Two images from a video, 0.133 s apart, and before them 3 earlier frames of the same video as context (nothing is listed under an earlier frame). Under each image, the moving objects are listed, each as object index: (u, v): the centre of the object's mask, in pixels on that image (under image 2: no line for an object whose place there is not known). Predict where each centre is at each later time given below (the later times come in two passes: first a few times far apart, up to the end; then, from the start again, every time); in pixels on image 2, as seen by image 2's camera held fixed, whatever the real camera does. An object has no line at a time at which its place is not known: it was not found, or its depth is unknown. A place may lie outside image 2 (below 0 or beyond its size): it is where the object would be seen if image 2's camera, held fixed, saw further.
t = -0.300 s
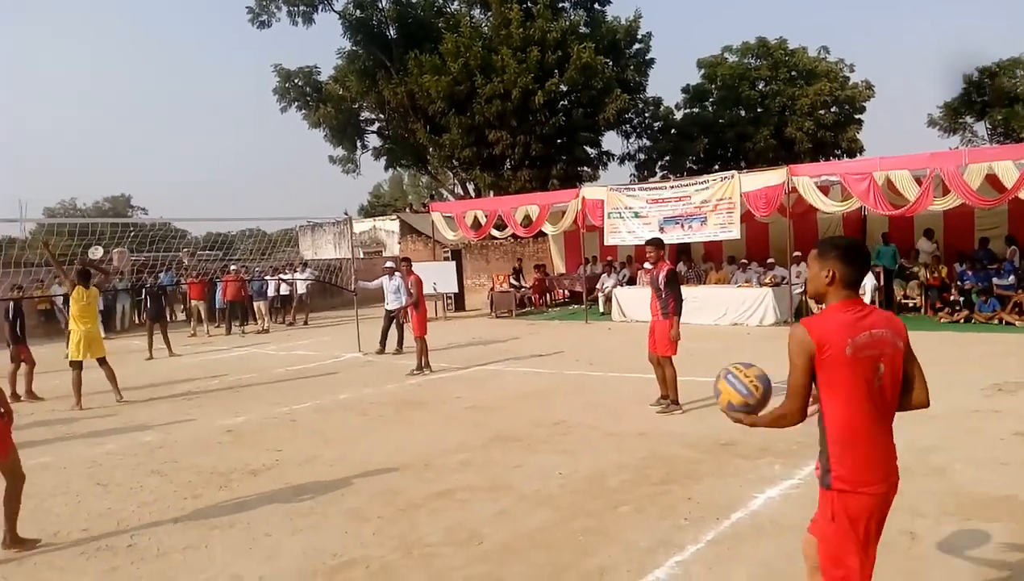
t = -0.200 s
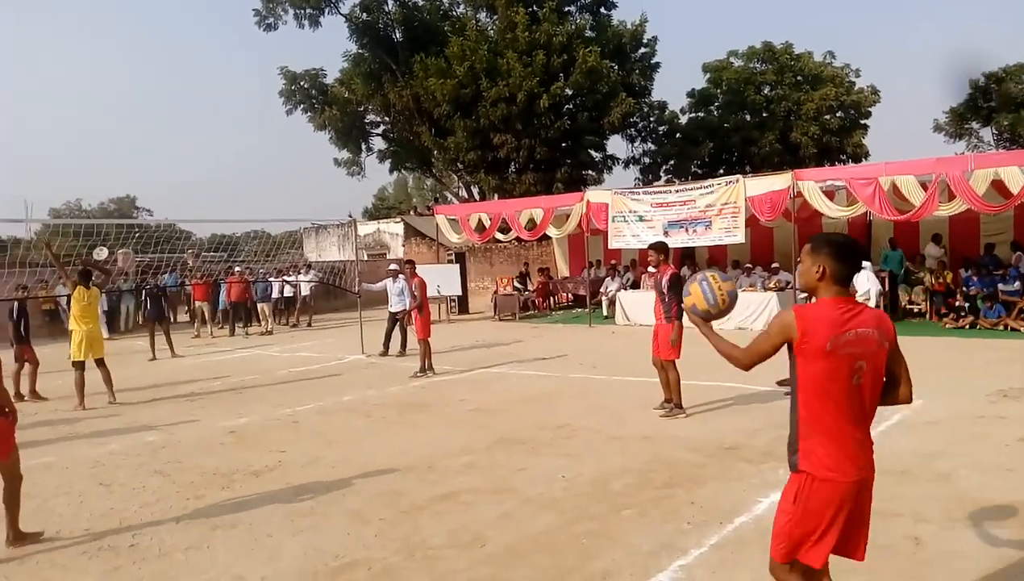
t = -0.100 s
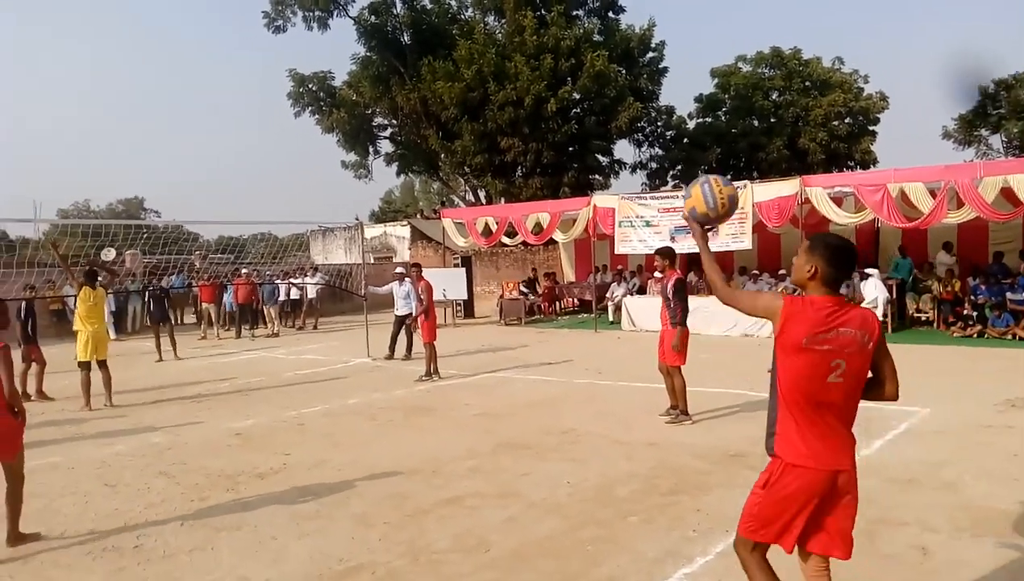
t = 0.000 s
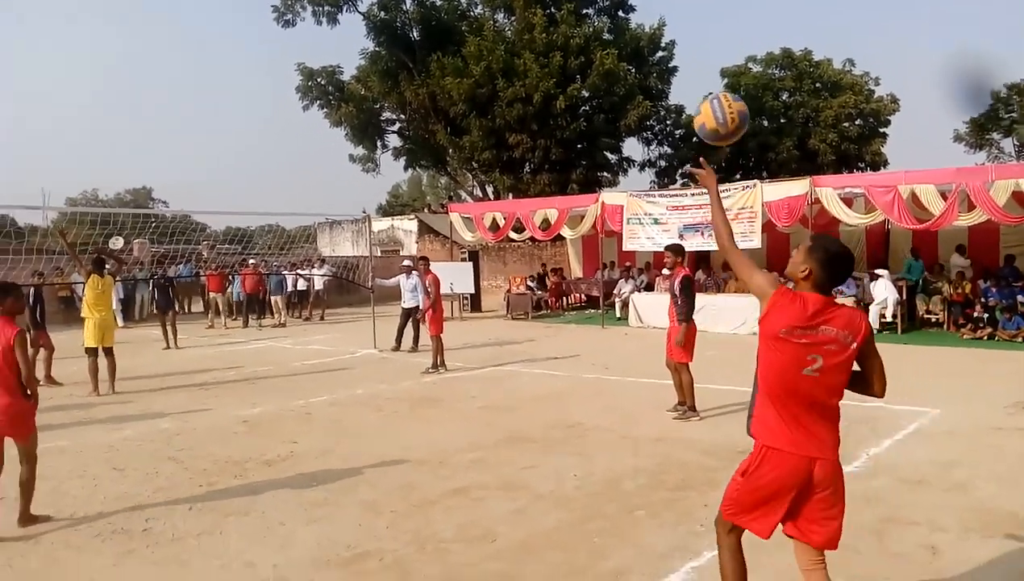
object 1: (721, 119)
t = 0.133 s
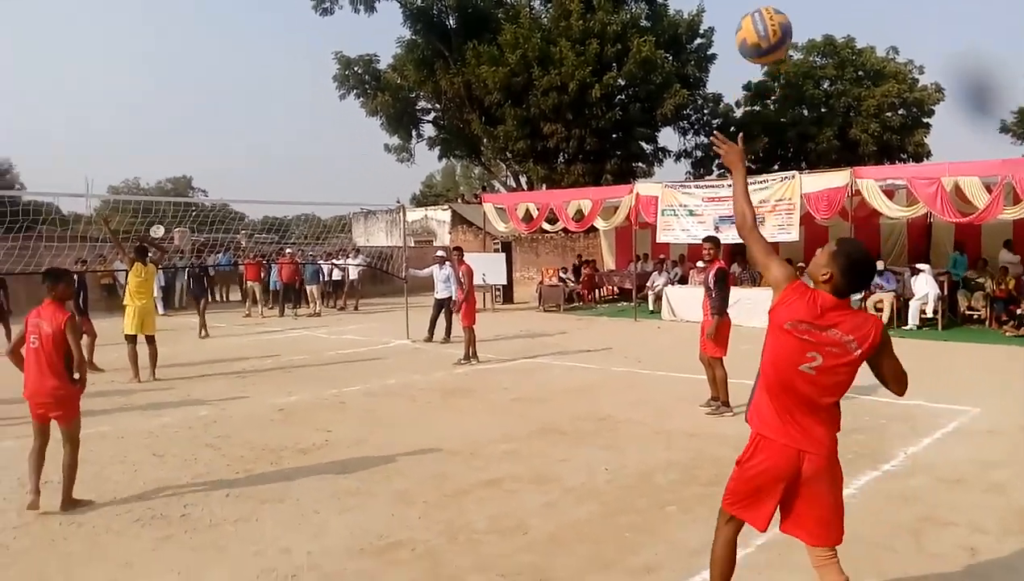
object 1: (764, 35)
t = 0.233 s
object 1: (763, 19)
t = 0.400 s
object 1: (768, 26)
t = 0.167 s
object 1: (761, 27)
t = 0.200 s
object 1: (760, 23)
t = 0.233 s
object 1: (763, 19)
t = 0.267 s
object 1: (764, 16)
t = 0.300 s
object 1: (765, 15)
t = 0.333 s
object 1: (764, 17)
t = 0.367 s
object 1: (766, 20)
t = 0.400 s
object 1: (768, 26)
